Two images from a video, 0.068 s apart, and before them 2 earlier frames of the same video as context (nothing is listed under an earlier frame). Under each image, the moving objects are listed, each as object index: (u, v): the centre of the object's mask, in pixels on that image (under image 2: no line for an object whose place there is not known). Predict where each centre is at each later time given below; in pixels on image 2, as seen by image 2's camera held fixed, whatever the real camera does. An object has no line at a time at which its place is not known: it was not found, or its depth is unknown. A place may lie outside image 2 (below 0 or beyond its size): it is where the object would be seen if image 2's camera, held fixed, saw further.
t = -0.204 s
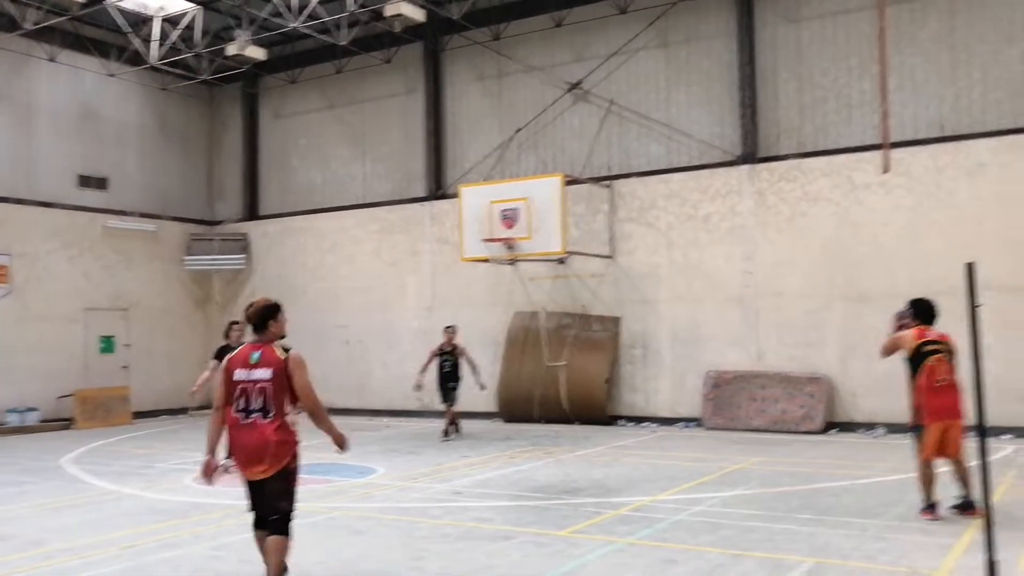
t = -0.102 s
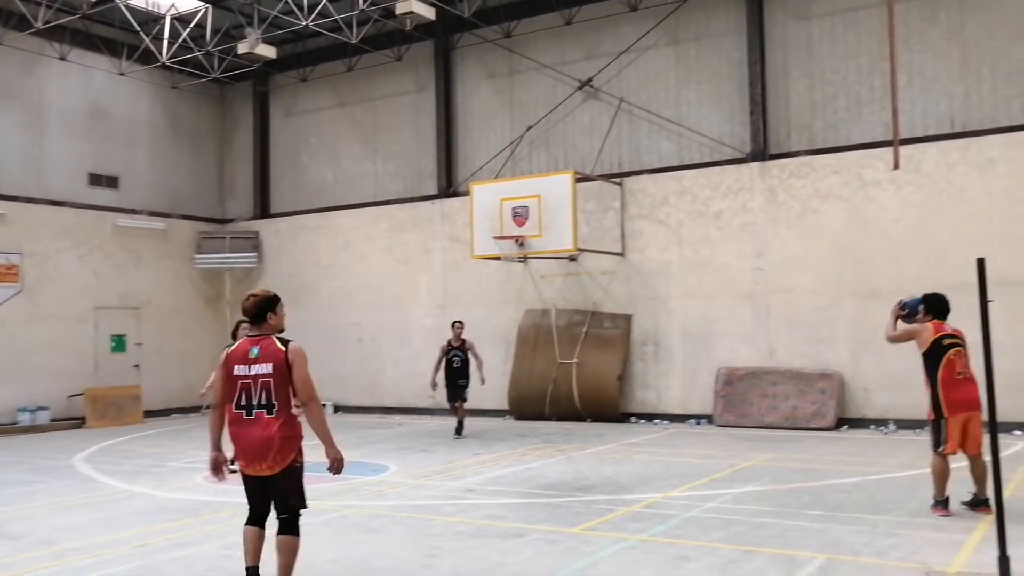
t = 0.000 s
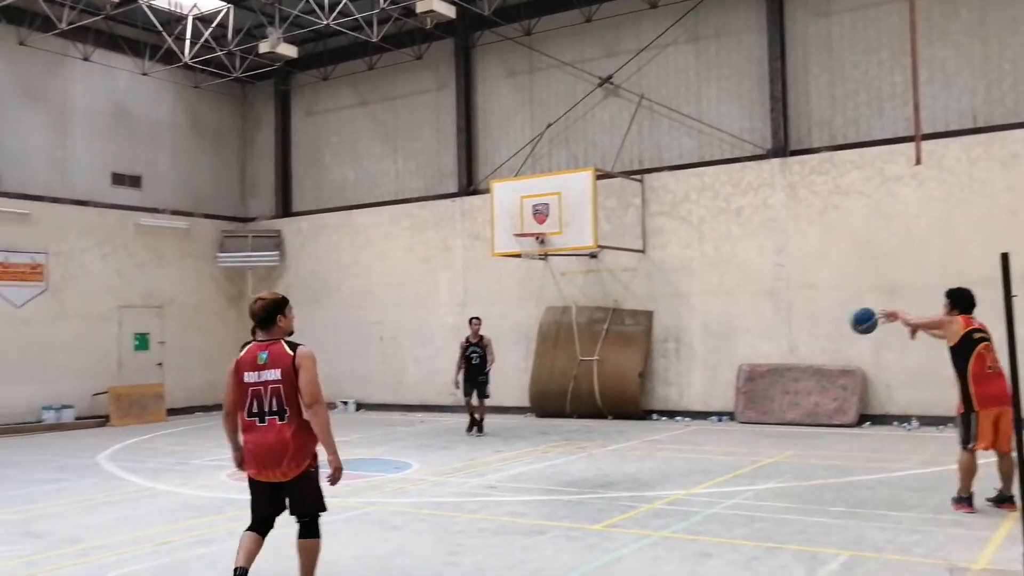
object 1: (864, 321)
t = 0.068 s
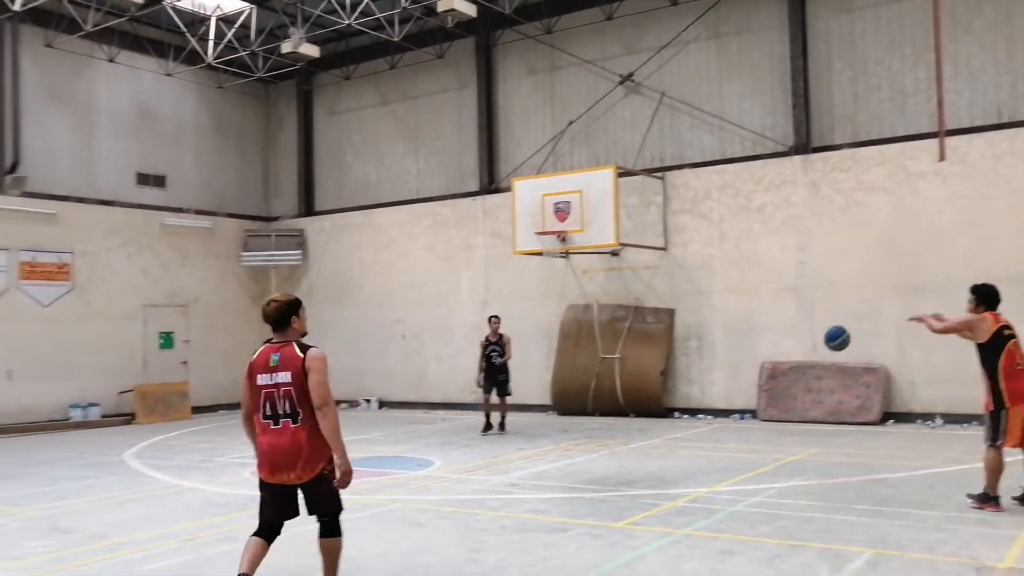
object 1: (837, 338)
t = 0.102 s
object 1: (813, 349)
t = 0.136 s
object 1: (790, 361)
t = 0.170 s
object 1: (769, 374)
